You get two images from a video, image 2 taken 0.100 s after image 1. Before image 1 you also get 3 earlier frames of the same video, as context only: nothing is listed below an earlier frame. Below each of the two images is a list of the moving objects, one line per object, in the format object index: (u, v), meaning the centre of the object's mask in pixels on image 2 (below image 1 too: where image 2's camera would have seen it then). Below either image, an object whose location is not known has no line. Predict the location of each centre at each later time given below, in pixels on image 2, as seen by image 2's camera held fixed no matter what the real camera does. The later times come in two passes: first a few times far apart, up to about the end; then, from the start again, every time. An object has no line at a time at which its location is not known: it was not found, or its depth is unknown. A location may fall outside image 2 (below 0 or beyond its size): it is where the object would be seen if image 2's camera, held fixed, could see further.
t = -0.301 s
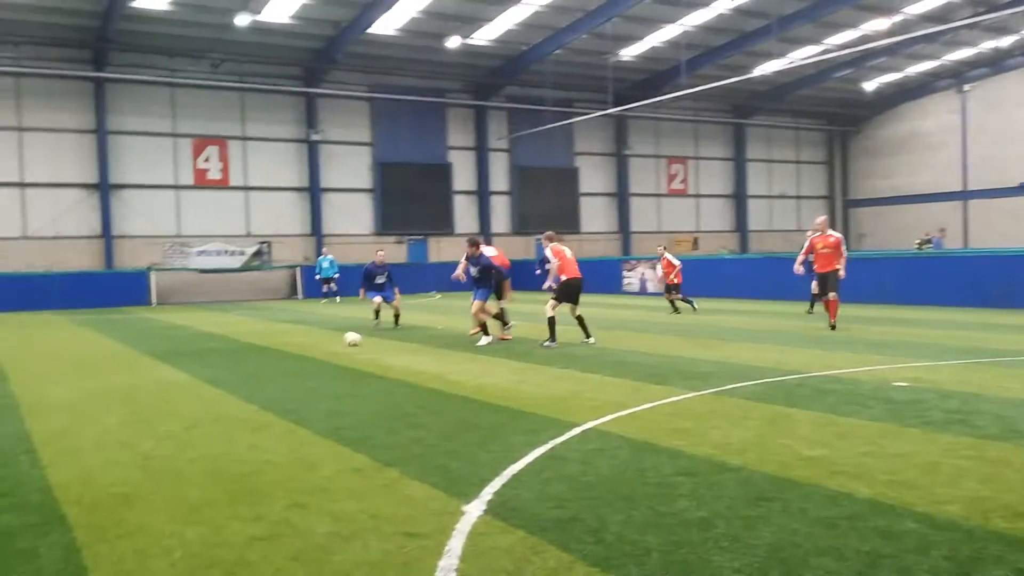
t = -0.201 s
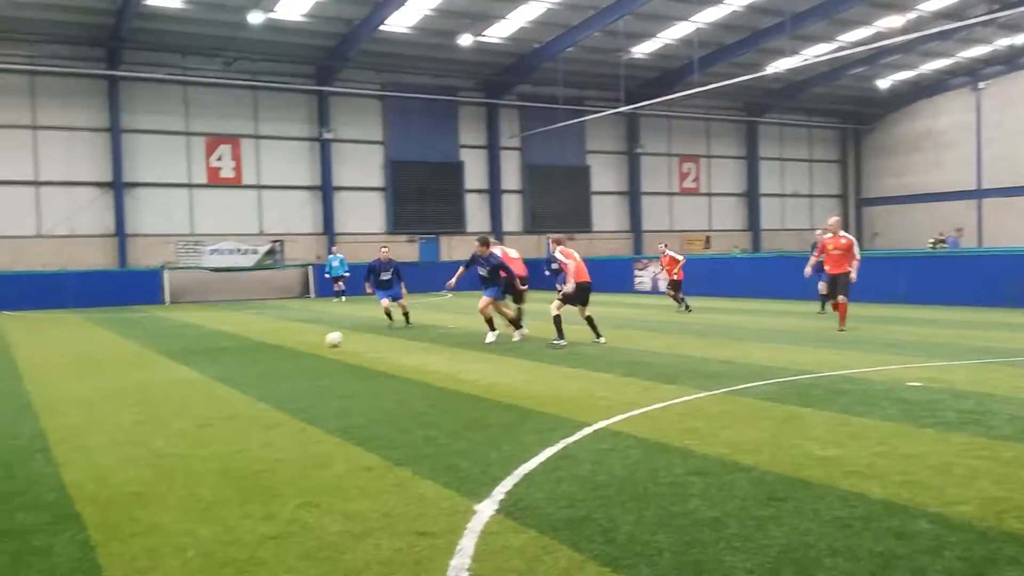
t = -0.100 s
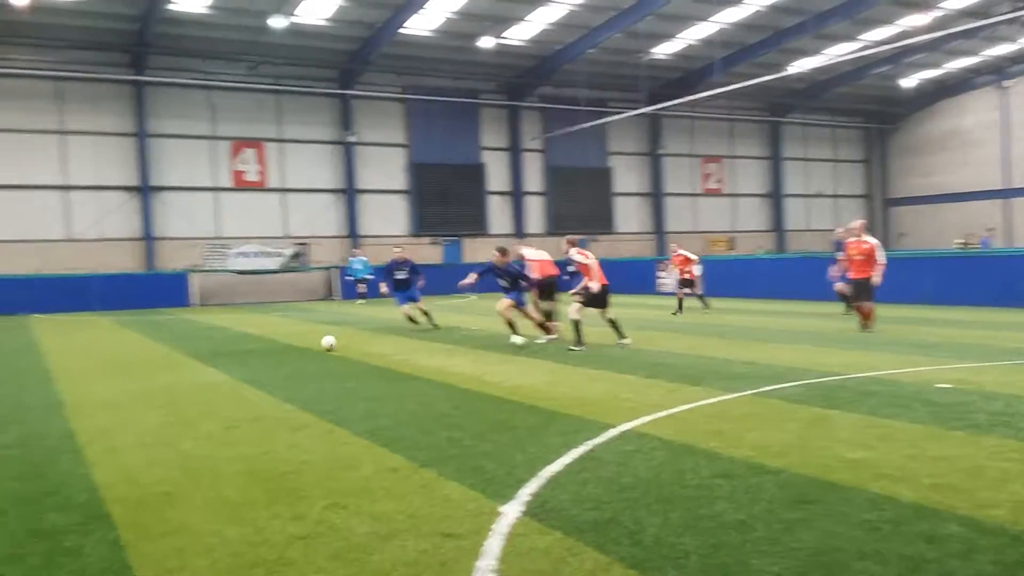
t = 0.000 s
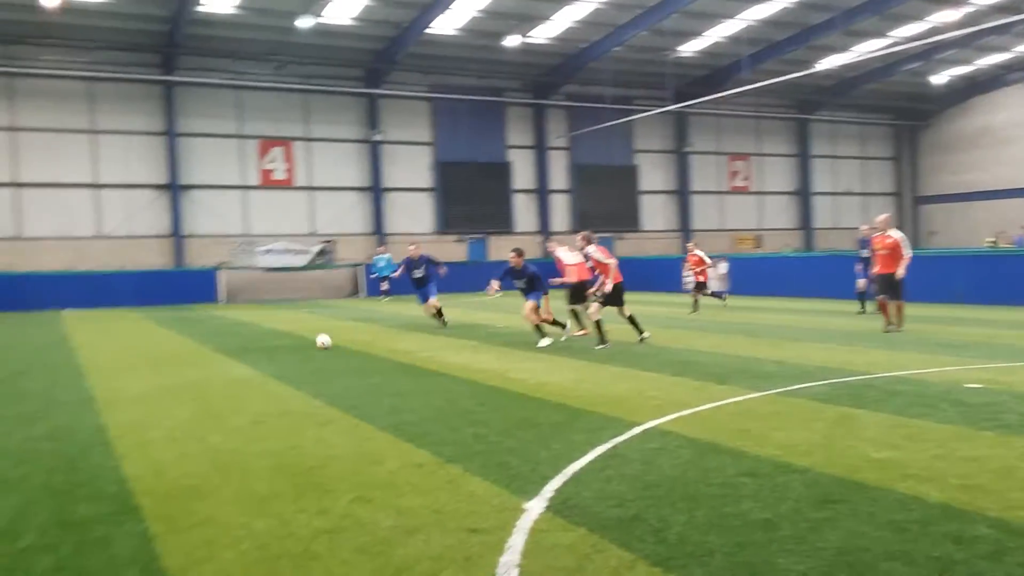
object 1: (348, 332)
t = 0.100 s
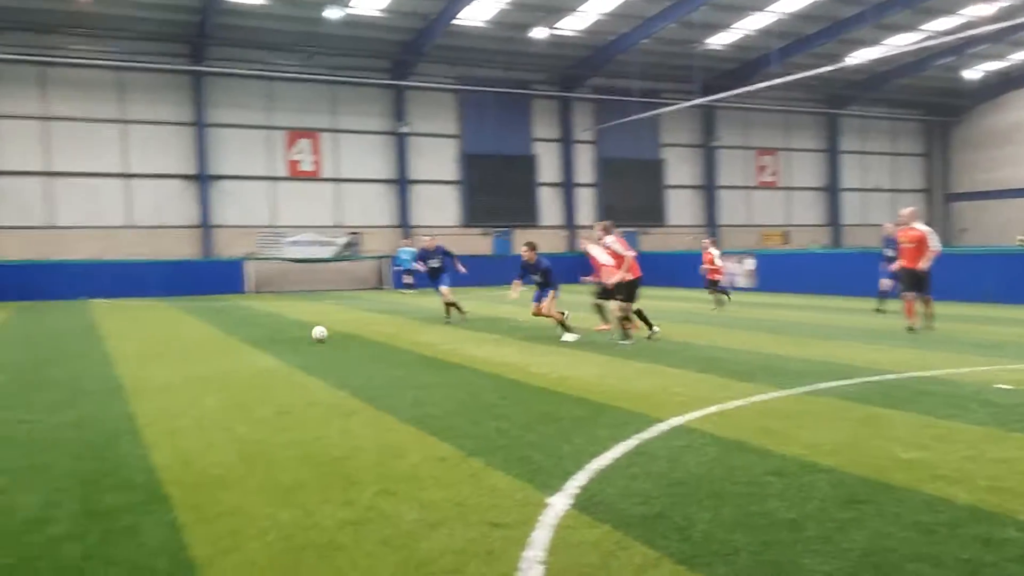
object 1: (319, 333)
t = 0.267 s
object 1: (267, 335)
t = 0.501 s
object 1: (192, 339)
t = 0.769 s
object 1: (107, 344)
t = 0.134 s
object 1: (309, 334)
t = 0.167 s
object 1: (299, 336)
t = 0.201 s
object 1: (289, 335)
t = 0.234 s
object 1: (277, 335)
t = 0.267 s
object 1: (267, 335)
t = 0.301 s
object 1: (257, 336)
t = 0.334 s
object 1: (246, 338)
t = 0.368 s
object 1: (236, 339)
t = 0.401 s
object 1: (225, 339)
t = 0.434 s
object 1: (215, 339)
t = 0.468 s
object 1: (204, 339)
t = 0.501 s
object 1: (192, 339)
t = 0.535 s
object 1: (182, 341)
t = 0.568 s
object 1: (171, 342)
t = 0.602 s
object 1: (161, 343)
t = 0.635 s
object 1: (149, 342)
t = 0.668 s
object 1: (139, 342)
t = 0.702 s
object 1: (130, 344)
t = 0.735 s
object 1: (118, 345)
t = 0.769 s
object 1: (107, 344)
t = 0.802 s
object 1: (96, 346)
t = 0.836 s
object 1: (85, 346)
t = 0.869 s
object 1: (74, 347)
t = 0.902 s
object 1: (64, 347)
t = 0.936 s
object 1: (53, 348)
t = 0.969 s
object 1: (41, 349)
